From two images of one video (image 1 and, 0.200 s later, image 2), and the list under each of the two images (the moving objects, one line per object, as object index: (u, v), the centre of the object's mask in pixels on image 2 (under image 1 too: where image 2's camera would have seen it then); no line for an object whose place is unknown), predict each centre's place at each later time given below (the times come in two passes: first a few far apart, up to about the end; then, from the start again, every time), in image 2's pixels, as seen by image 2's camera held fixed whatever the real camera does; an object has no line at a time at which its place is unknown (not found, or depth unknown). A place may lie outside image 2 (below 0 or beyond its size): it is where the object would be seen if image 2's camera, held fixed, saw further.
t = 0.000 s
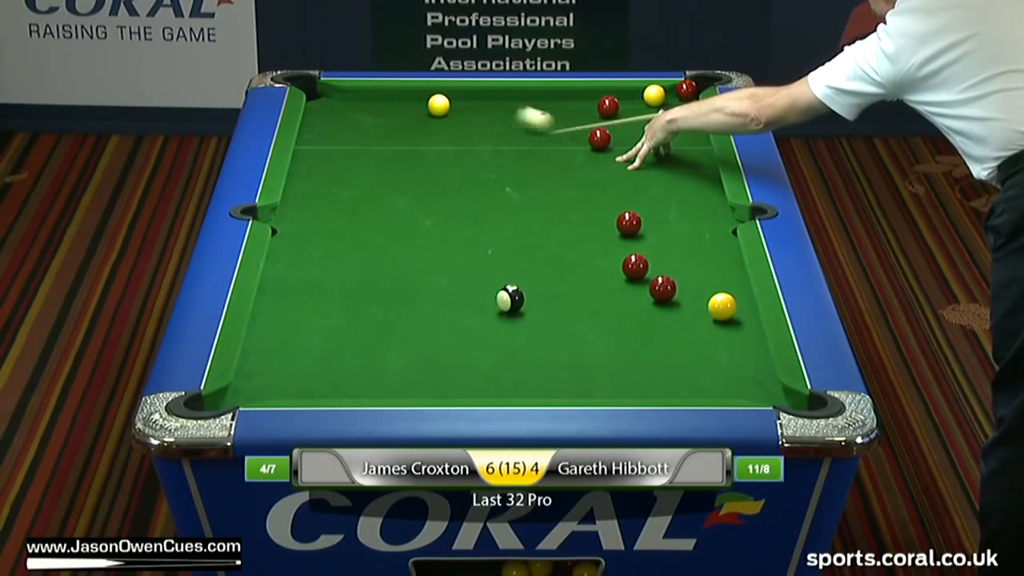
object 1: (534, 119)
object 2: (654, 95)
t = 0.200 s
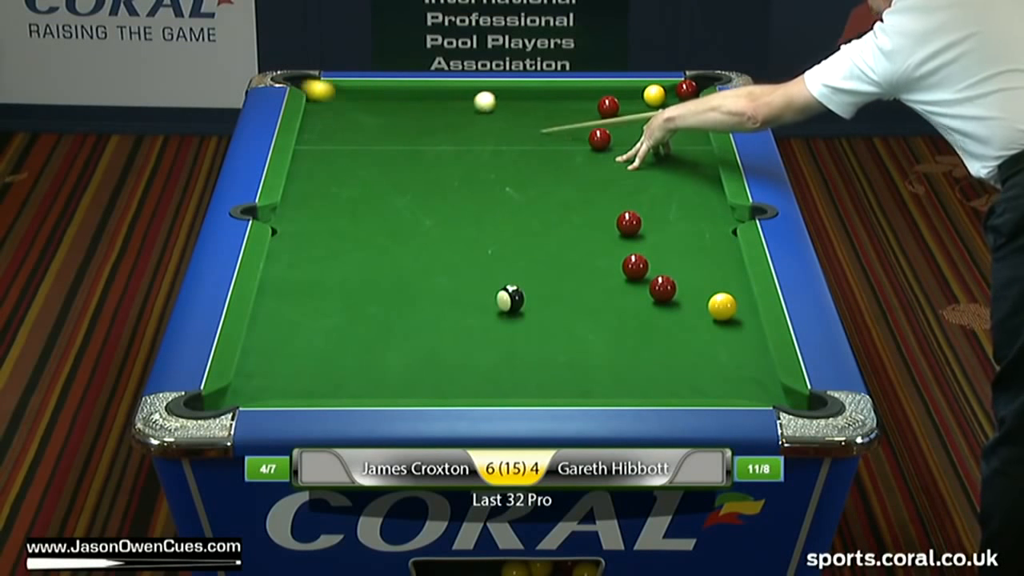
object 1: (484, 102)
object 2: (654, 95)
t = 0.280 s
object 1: (505, 100)
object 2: (654, 94)
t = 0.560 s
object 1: (583, 95)
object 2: (654, 94)
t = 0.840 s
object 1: (641, 94)
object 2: (668, 96)
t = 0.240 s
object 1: (494, 100)
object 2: (654, 95)
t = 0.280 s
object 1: (505, 100)
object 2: (654, 94)
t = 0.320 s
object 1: (517, 99)
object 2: (654, 94)
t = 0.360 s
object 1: (528, 98)
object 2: (654, 94)
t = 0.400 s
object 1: (539, 98)
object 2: (654, 94)
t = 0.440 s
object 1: (550, 97)
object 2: (654, 94)
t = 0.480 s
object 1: (562, 97)
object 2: (654, 94)
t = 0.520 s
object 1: (572, 96)
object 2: (654, 95)
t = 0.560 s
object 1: (583, 95)
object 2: (654, 94)
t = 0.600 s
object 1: (593, 94)
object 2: (654, 94)
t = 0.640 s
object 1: (604, 91)
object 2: (654, 94)
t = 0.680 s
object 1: (617, 92)
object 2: (654, 95)
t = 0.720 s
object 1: (627, 93)
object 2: (654, 94)
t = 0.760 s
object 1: (634, 93)
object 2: (656, 95)
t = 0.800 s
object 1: (638, 93)
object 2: (662, 95)
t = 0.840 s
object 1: (641, 94)
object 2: (668, 96)
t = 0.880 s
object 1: (645, 94)
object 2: (673, 96)
